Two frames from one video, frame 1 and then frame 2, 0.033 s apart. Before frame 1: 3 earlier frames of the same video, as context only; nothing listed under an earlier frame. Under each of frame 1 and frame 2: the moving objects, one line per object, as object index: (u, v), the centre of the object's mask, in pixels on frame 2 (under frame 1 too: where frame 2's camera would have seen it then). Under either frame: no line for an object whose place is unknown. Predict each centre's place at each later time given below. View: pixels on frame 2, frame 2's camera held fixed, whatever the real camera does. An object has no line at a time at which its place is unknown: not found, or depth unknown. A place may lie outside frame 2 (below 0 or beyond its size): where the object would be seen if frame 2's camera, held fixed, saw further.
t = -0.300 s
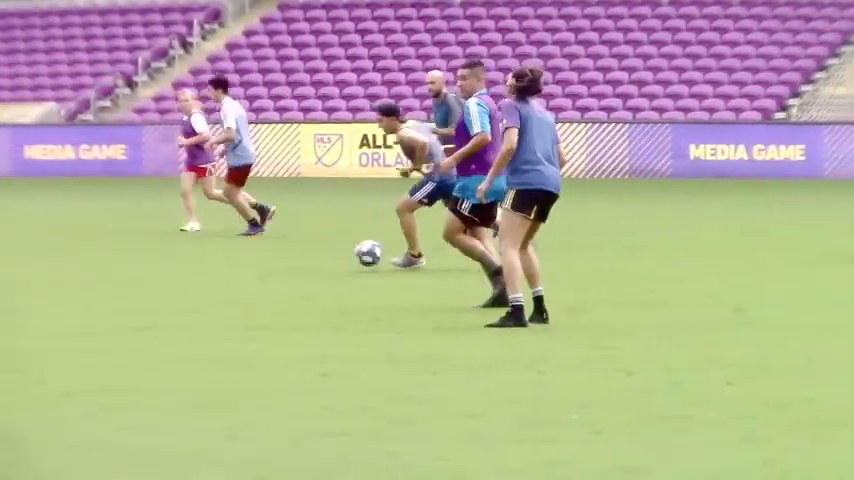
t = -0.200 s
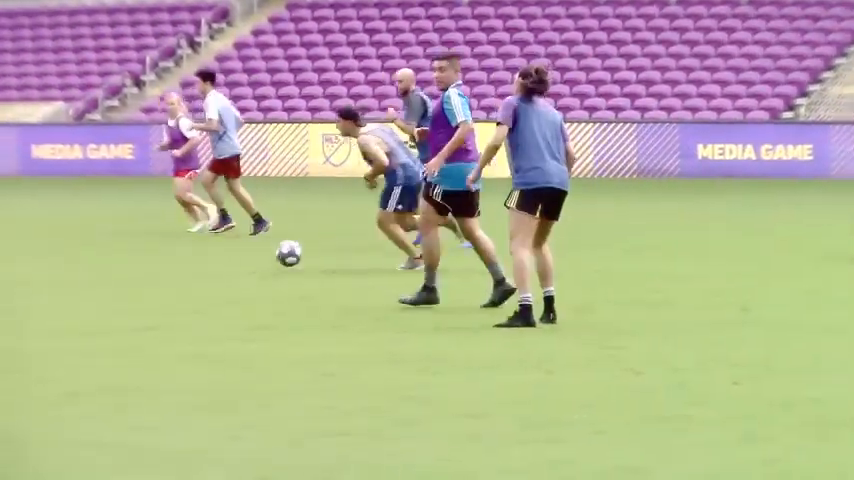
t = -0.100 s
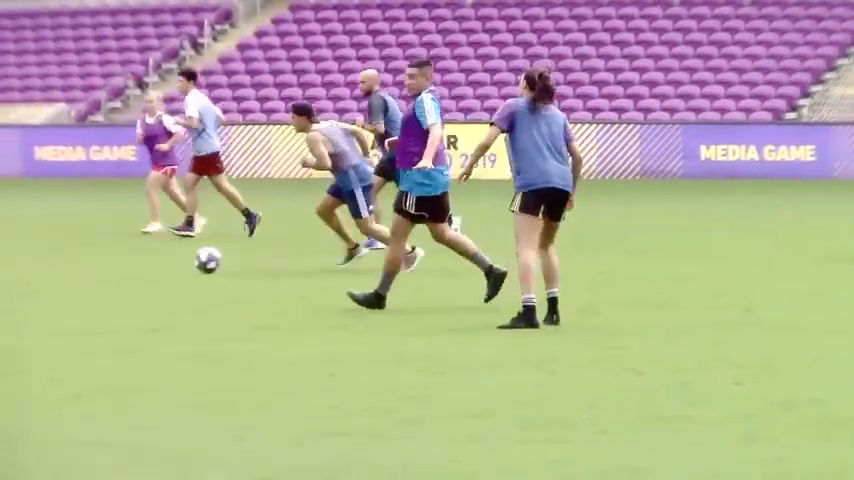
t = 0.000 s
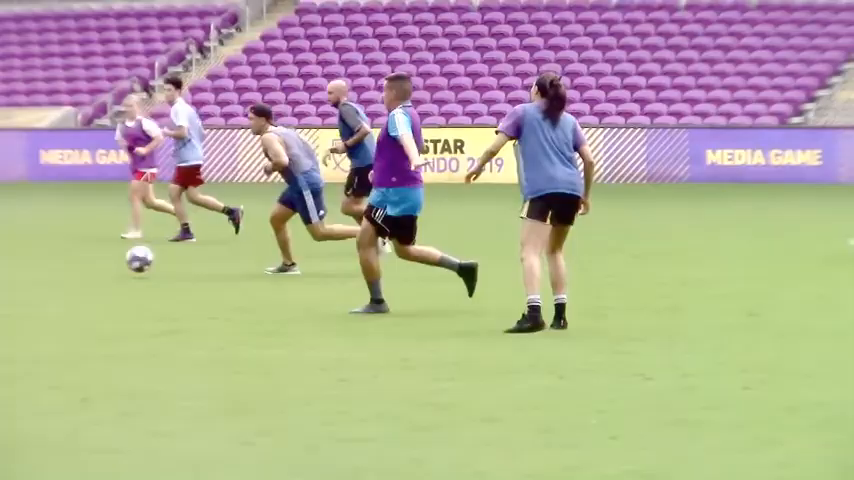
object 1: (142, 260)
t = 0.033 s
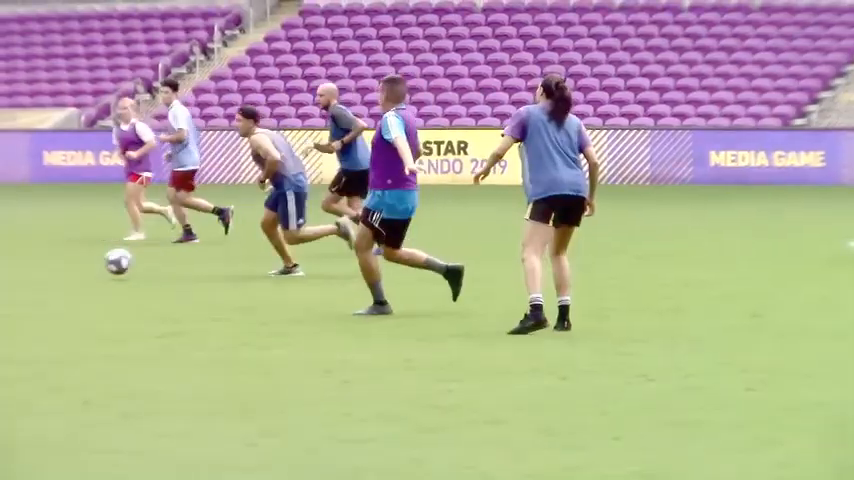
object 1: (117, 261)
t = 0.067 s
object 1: (94, 264)
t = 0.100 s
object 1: (70, 268)
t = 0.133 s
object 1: (51, 266)
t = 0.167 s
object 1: (33, 265)
